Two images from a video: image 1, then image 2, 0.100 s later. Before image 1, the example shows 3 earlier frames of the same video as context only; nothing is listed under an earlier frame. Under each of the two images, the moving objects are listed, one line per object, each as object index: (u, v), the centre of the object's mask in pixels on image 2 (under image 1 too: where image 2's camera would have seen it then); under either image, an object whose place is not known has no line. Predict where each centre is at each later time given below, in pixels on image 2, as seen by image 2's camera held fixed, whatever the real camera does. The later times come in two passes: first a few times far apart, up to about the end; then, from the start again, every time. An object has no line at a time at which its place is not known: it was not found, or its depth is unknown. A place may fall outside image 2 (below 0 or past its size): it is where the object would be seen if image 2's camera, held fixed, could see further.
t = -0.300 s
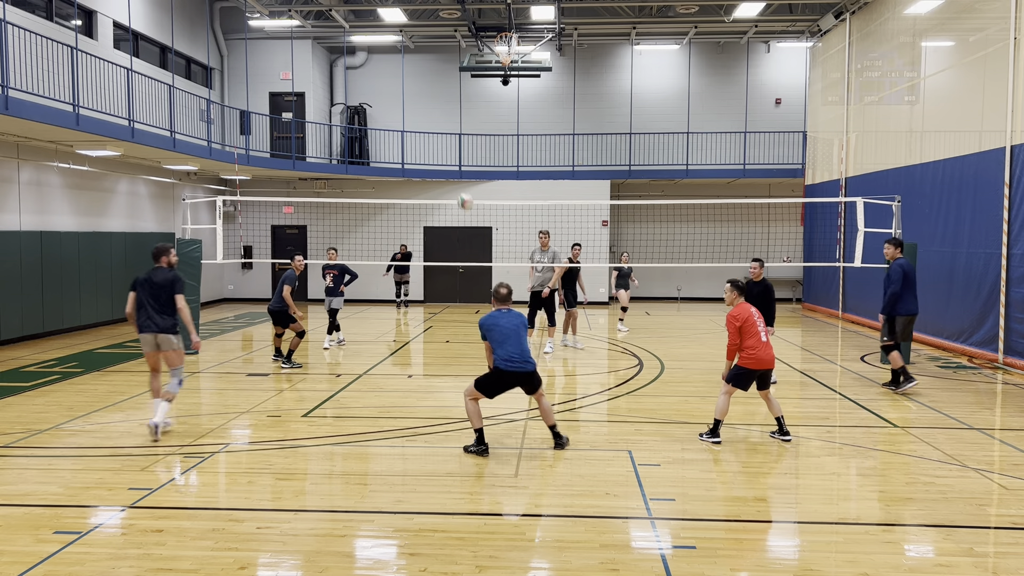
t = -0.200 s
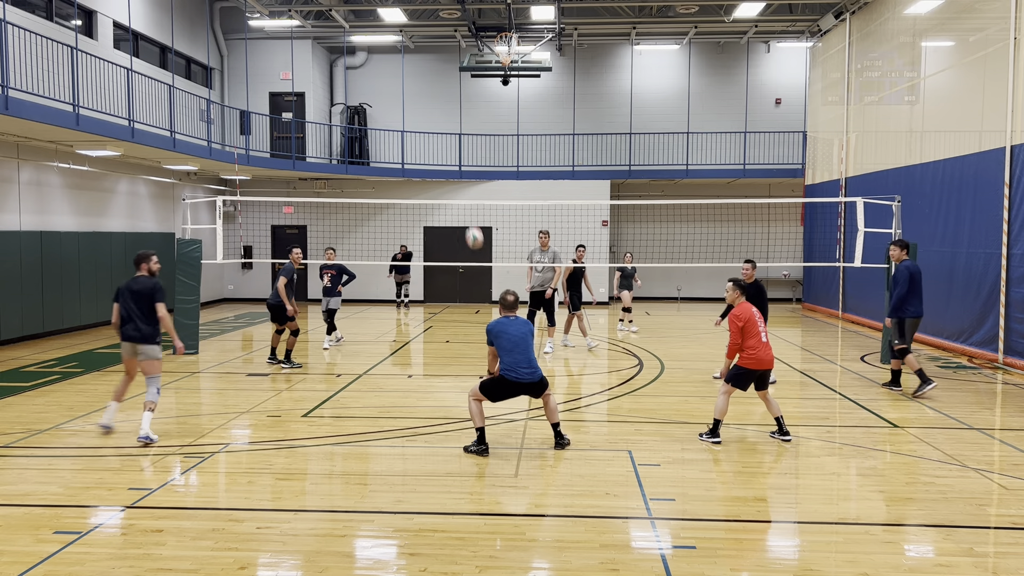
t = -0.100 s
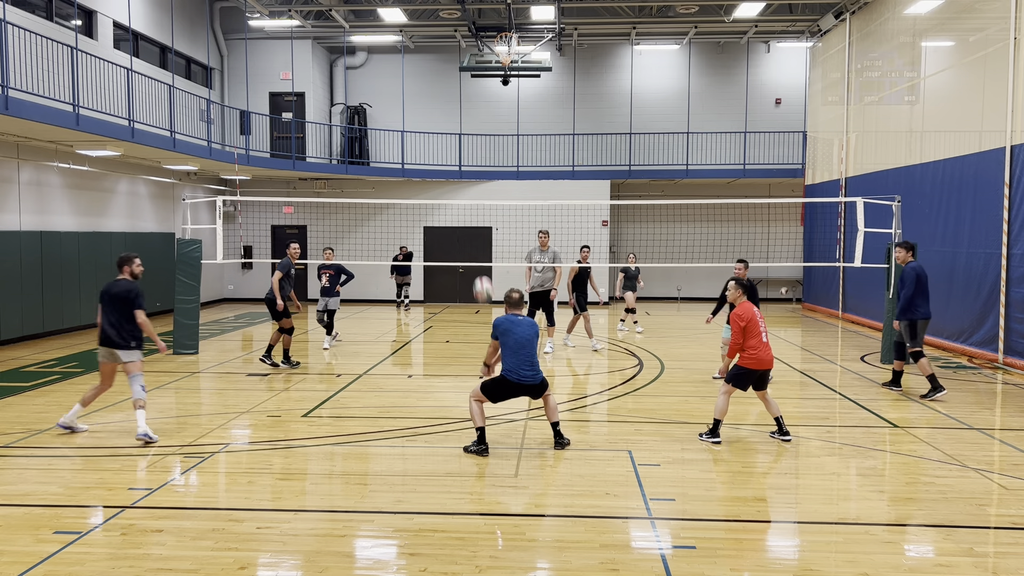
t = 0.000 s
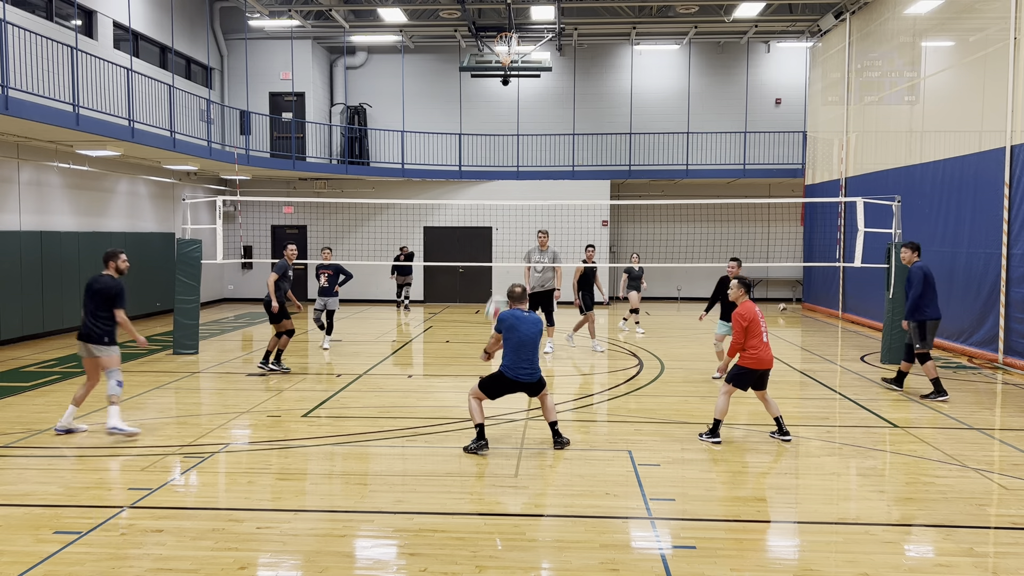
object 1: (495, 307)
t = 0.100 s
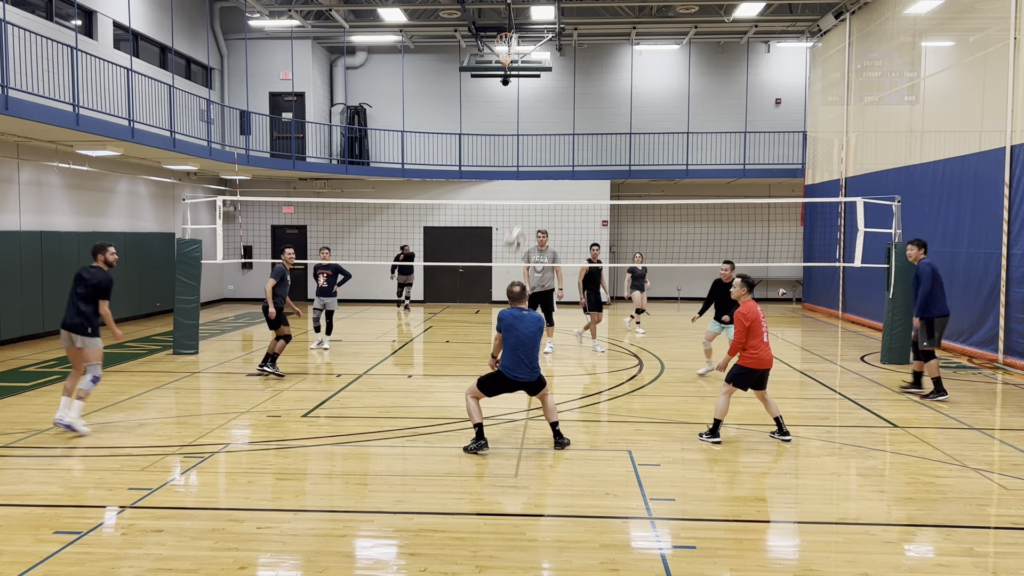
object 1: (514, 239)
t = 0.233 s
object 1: (537, 167)
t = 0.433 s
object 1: (569, 99)
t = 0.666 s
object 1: (599, 72)
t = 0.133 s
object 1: (521, 218)
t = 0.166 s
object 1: (527, 200)
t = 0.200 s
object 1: (532, 183)
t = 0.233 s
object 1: (537, 167)
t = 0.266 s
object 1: (543, 152)
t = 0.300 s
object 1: (549, 140)
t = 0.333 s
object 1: (554, 127)
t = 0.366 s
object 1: (558, 117)
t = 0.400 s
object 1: (564, 108)
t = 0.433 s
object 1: (569, 99)
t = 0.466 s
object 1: (573, 92)
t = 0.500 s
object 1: (578, 86)
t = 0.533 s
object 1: (583, 82)
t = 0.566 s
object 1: (587, 78)
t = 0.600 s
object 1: (591, 75)
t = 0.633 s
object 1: (596, 73)
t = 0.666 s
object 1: (599, 72)
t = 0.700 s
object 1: (603, 72)
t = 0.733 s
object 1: (607, 73)
